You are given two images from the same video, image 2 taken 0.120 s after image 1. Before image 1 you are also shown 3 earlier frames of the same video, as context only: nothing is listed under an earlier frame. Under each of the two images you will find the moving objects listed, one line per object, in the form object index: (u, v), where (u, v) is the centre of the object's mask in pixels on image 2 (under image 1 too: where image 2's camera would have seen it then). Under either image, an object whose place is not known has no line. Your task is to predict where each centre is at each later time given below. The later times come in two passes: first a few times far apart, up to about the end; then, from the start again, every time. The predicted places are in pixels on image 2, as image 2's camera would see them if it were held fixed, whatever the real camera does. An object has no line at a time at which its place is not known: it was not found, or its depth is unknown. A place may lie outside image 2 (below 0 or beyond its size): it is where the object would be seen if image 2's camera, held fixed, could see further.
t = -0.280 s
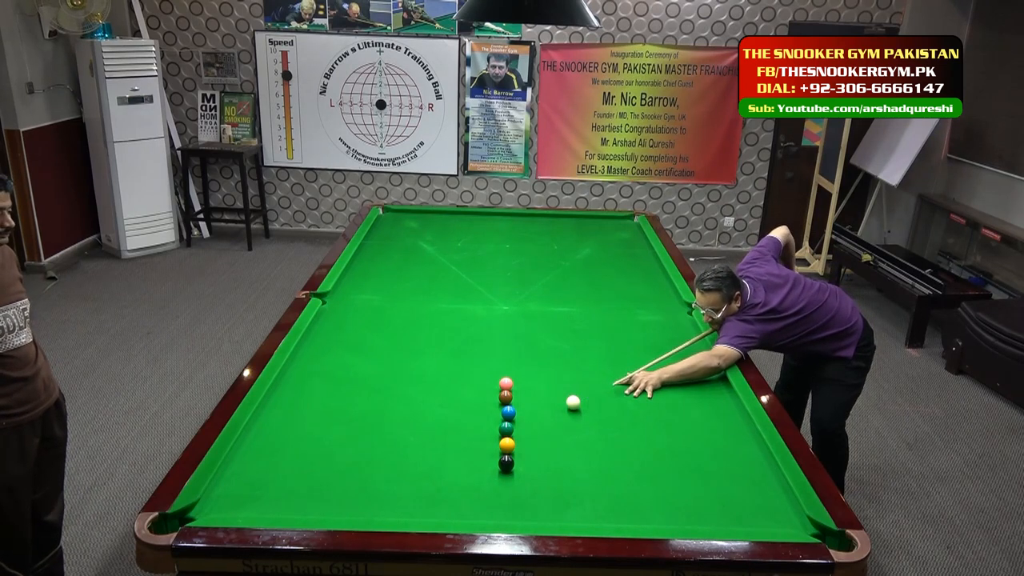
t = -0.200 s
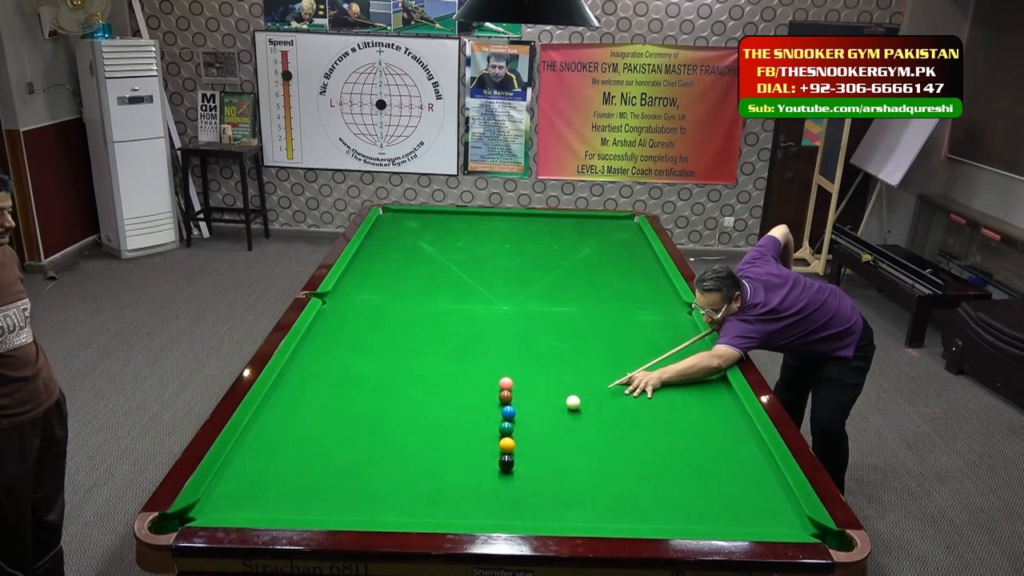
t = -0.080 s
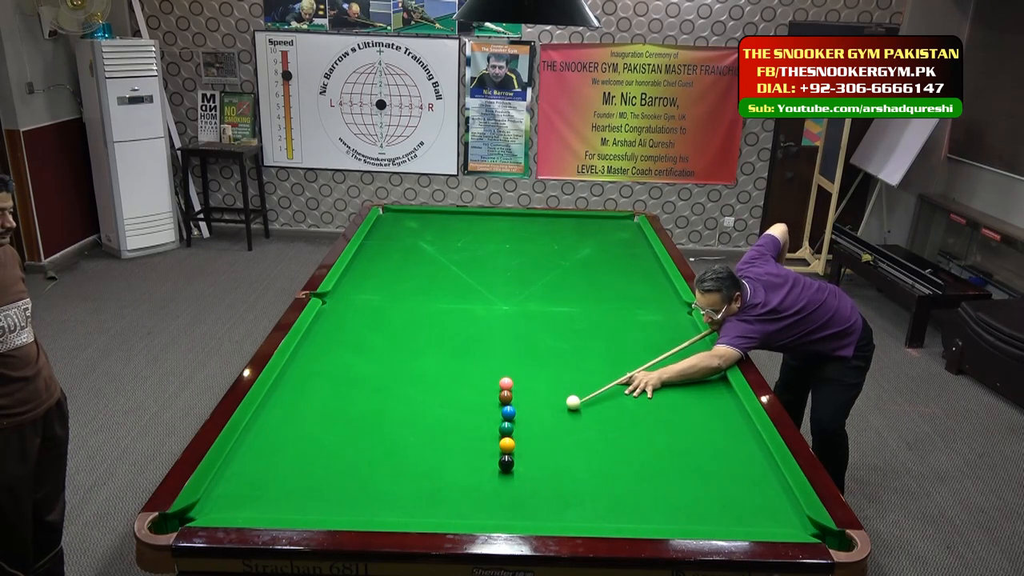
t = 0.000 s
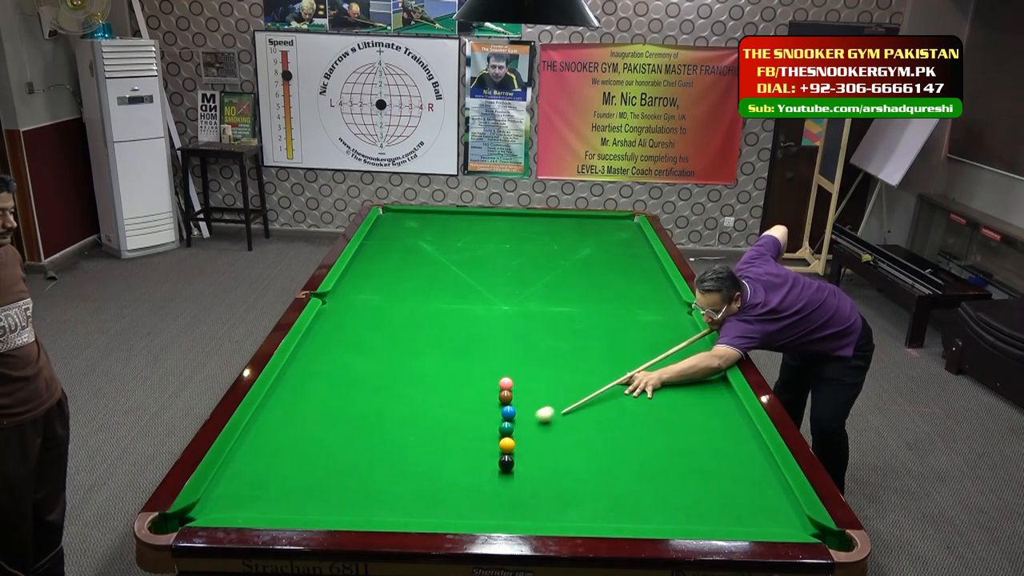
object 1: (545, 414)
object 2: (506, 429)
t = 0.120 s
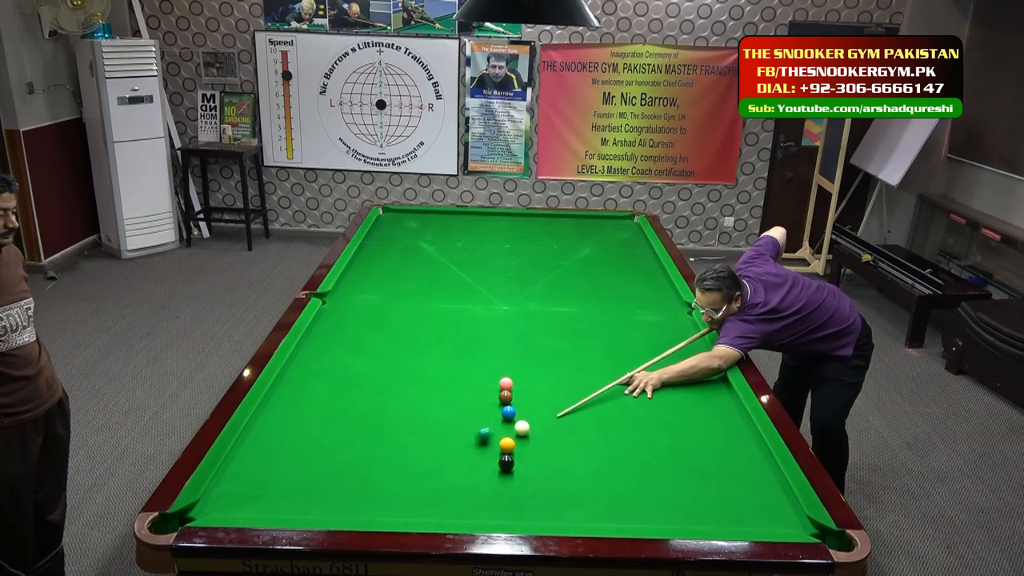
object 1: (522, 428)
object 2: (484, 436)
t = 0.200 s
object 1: (528, 430)
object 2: (453, 445)
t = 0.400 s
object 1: (542, 432)
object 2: (382, 464)
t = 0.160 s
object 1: (524, 429)
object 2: (468, 440)
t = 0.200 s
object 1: (528, 430)
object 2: (453, 445)
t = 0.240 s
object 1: (530, 430)
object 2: (438, 449)
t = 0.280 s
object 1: (533, 431)
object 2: (425, 453)
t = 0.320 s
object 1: (536, 431)
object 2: (411, 456)
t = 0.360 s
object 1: (539, 432)
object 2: (397, 460)
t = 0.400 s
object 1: (542, 432)
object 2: (382, 464)
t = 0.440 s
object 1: (545, 433)
